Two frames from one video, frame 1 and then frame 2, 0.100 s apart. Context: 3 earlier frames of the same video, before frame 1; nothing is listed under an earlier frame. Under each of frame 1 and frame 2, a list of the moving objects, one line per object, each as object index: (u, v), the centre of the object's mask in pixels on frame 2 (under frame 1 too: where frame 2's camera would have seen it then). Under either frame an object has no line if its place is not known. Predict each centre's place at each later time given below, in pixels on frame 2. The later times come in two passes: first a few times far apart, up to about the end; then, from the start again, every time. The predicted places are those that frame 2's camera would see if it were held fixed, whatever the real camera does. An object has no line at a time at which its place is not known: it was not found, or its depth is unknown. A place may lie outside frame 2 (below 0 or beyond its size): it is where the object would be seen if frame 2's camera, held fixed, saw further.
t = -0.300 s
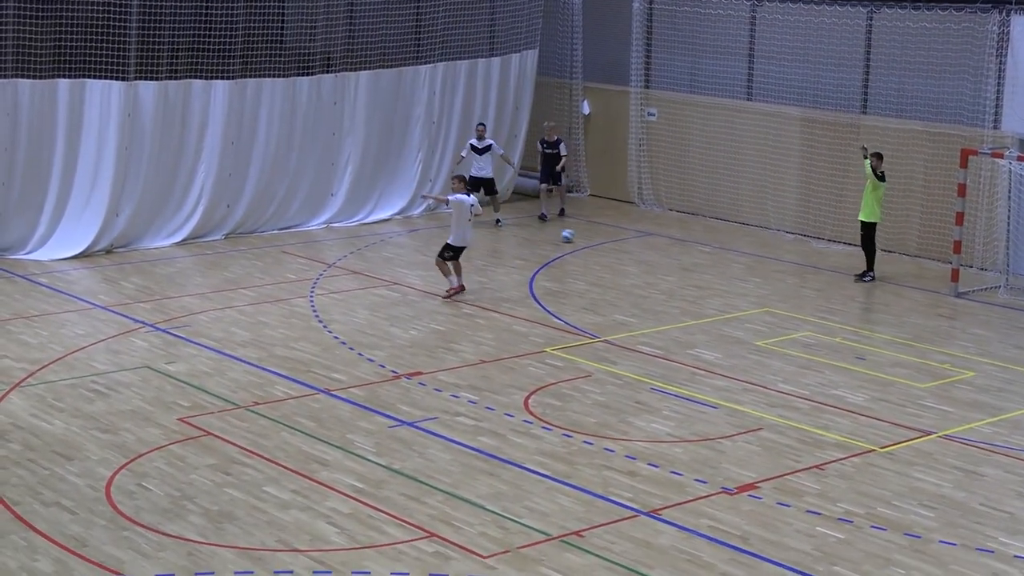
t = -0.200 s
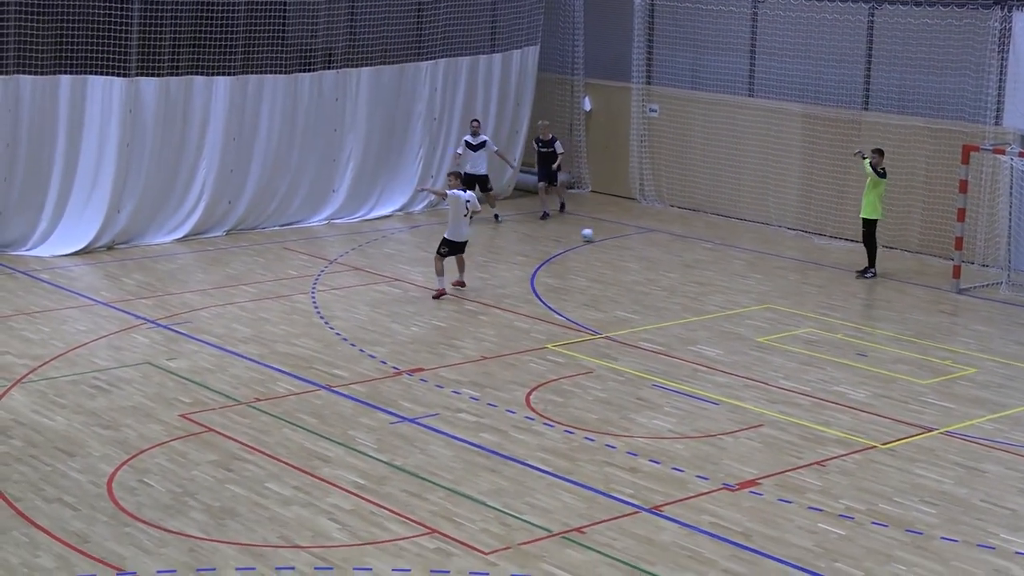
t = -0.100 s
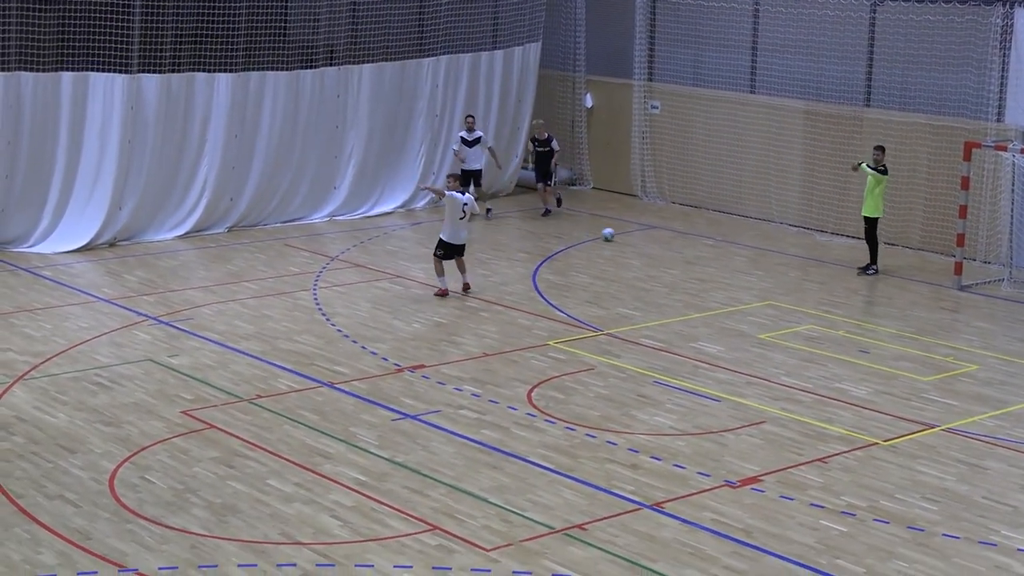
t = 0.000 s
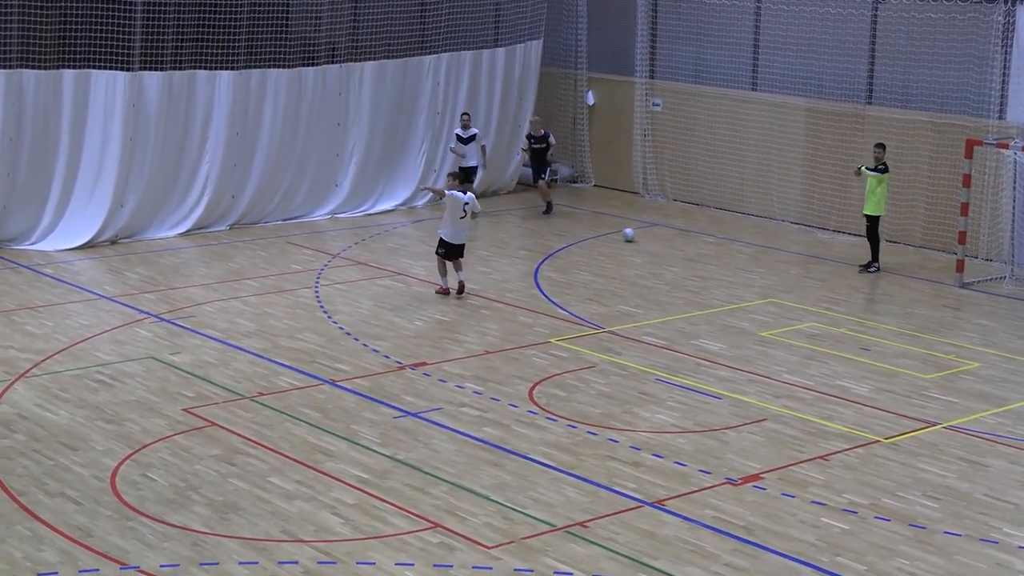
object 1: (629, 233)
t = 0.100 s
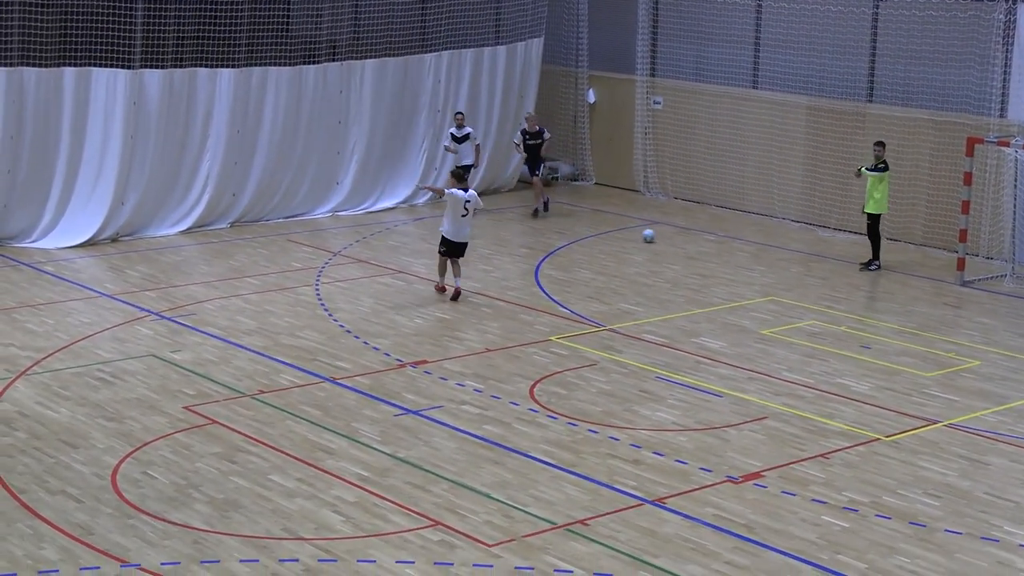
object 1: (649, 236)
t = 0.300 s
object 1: (687, 242)
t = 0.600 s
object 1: (747, 251)
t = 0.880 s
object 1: (804, 259)
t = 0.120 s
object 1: (652, 236)
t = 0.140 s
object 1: (656, 237)
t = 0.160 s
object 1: (660, 237)
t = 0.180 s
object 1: (665, 238)
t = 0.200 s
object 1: (668, 239)
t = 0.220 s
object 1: (672, 240)
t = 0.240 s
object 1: (676, 240)
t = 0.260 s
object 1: (679, 241)
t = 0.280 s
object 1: (683, 241)
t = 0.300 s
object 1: (687, 242)
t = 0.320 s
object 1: (690, 242)
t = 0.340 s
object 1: (695, 243)
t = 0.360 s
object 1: (699, 244)
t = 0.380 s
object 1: (703, 244)
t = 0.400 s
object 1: (707, 245)
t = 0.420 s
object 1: (711, 245)
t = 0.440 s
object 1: (715, 246)
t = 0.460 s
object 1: (719, 246)
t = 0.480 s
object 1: (722, 247)
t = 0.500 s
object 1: (726, 248)
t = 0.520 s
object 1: (730, 248)
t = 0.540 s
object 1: (735, 249)
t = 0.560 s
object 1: (739, 249)
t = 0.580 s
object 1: (743, 251)
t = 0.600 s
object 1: (747, 251)
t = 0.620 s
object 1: (751, 251)
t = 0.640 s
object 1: (755, 252)
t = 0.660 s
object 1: (758, 252)
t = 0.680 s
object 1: (762, 253)
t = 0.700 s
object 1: (767, 253)
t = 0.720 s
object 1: (771, 254)
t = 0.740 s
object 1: (776, 255)
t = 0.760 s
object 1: (780, 256)
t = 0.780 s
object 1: (783, 257)
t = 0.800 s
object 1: (787, 257)
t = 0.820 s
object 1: (792, 257)
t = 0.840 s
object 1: (796, 258)
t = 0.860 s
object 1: (800, 258)
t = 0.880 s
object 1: (804, 259)
